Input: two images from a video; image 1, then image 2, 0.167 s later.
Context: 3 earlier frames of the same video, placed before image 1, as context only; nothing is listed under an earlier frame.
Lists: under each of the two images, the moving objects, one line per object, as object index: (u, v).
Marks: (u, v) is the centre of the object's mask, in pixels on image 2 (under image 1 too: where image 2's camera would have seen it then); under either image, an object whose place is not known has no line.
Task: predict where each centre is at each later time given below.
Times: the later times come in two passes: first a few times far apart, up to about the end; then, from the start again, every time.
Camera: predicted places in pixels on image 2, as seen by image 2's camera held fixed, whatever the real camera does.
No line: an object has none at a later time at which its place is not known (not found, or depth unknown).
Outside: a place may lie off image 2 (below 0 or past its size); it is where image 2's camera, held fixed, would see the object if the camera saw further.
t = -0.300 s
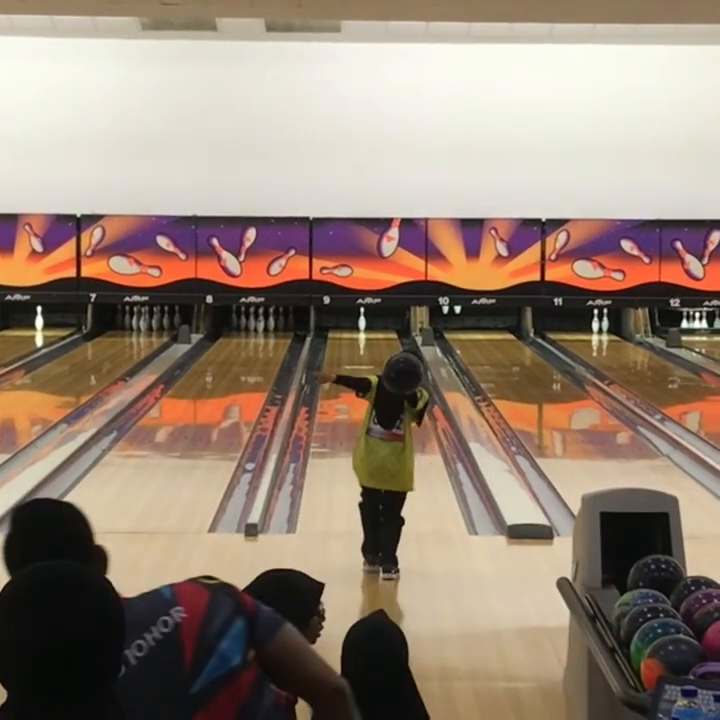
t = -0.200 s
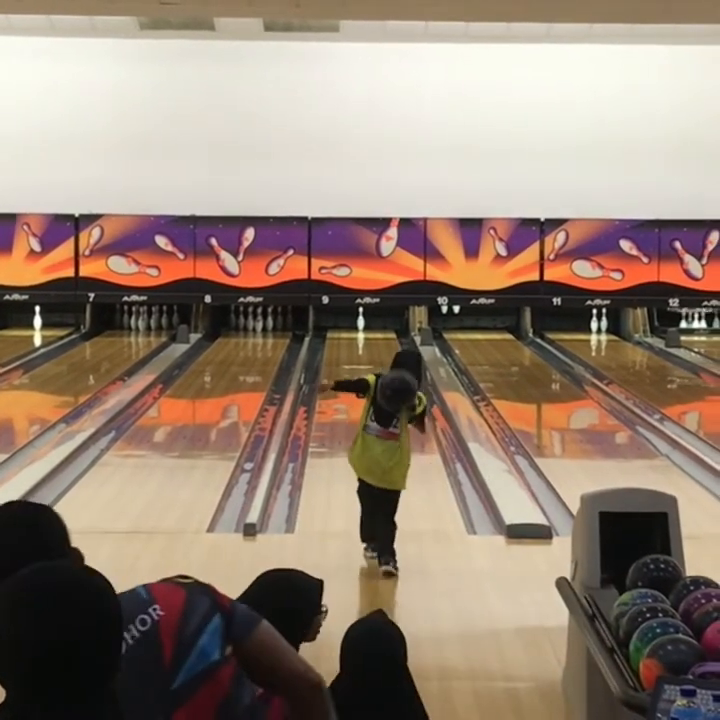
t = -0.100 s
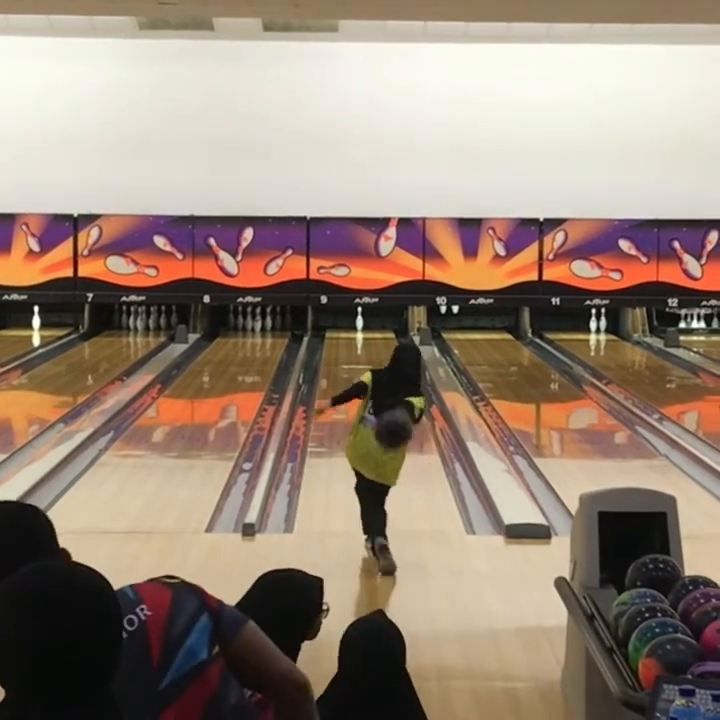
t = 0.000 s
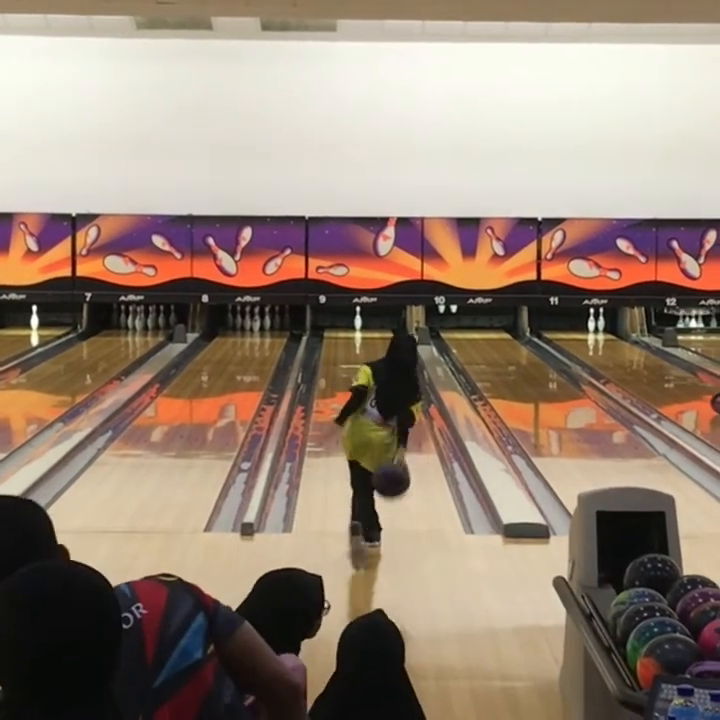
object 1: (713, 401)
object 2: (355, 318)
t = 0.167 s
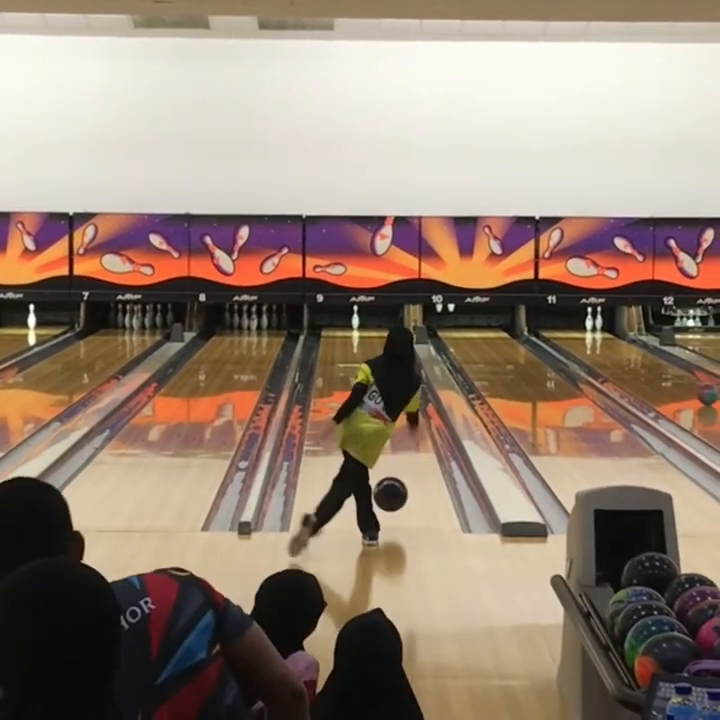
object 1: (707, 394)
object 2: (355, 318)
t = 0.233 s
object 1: (703, 392)
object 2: (355, 318)
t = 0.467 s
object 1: (689, 382)
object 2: (355, 317)
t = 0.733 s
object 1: (674, 373)
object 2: (355, 318)
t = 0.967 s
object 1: (663, 366)
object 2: (355, 318)
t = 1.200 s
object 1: (652, 359)
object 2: (355, 318)
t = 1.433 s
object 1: (643, 353)
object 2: (355, 318)
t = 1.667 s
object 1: (633, 346)
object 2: (355, 318)
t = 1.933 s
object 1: (626, 343)
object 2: (355, 318)
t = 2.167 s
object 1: (619, 339)
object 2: (355, 317)
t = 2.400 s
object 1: (613, 336)
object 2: (355, 317)
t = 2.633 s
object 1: (608, 332)
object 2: (355, 317)
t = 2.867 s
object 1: (602, 328)
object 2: (354, 315)
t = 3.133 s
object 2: (354, 314)
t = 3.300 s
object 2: (368, 318)
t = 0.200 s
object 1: (705, 392)
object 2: (355, 318)
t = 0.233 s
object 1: (703, 392)
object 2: (355, 318)
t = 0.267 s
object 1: (701, 391)
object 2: (355, 318)
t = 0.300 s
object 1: (699, 389)
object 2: (355, 318)
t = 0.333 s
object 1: (697, 388)
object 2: (355, 318)
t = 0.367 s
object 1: (695, 386)
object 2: (355, 318)
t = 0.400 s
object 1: (693, 385)
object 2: (355, 318)
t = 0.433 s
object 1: (690, 383)
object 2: (355, 318)
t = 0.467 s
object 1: (689, 382)
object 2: (355, 317)
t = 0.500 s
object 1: (687, 381)
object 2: (355, 318)
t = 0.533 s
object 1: (686, 379)
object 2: (355, 318)
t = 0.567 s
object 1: (684, 379)
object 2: (355, 318)
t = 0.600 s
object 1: (682, 377)
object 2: (355, 318)
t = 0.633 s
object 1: (680, 377)
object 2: (355, 318)
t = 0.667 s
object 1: (678, 375)
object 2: (355, 318)
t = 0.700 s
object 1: (676, 374)
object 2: (355, 318)
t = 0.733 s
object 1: (674, 373)
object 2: (355, 318)
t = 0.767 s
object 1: (672, 372)
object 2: (355, 318)
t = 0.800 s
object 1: (671, 371)
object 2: (355, 318)
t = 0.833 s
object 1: (669, 370)
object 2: (355, 318)
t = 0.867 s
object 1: (667, 369)
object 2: (355, 318)
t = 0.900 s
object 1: (666, 368)
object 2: (355, 318)
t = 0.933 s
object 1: (664, 367)
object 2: (355, 318)
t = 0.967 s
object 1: (663, 366)
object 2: (355, 318)
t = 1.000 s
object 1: (662, 365)
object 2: (355, 318)
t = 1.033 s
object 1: (660, 364)
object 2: (355, 318)
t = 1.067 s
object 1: (657, 362)
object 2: (355, 318)
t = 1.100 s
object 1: (656, 361)
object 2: (355, 317)
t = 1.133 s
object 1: (655, 361)
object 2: (355, 317)
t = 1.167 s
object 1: (654, 360)
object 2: (355, 318)
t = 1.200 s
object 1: (652, 359)
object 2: (355, 318)
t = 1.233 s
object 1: (651, 358)
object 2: (355, 318)
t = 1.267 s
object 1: (649, 357)
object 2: (355, 318)
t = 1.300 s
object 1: (648, 356)
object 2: (355, 318)
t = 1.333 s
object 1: (646, 356)
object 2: (355, 318)
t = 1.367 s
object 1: (645, 355)
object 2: (355, 318)
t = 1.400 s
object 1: (644, 354)
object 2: (355, 318)
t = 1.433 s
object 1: (643, 353)
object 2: (355, 318)
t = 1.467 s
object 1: (641, 352)
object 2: (355, 318)
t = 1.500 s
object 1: (641, 352)
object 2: (355, 318)
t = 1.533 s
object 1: (640, 351)
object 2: (355, 318)
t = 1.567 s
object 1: (638, 350)
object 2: (355, 318)
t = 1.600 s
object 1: (637, 349)
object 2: (355, 318)
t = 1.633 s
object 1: (636, 349)
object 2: (355, 318)
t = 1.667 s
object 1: (633, 346)
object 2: (355, 318)
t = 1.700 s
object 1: (633, 345)
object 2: (355, 318)
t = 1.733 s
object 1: (632, 345)
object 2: (355, 317)
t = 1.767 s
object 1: (632, 346)
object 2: (355, 318)
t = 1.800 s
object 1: (631, 345)
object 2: (355, 317)
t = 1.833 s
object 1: (630, 344)
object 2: (355, 318)
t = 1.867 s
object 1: (629, 344)
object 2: (355, 317)
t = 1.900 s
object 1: (628, 343)
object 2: (355, 317)
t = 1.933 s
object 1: (626, 343)
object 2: (355, 318)
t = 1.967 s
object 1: (626, 342)
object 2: (355, 318)
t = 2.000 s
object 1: (624, 342)
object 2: (355, 318)
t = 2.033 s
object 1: (624, 342)
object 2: (355, 317)
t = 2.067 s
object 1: (623, 341)
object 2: (355, 318)
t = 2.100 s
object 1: (622, 340)
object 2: (355, 318)
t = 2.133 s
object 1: (620, 339)
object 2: (355, 318)
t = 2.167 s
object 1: (619, 339)
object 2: (355, 317)
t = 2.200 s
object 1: (619, 339)
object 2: (355, 318)
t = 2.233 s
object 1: (619, 337)
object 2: (355, 318)
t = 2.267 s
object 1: (617, 338)
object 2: (355, 317)
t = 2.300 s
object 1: (616, 337)
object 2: (355, 318)
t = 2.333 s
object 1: (615, 336)
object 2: (355, 317)
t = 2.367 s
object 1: (613, 336)
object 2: (355, 317)
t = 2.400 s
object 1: (613, 336)
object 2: (355, 317)
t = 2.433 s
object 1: (614, 335)
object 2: (355, 317)
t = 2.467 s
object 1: (612, 334)
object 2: (355, 318)
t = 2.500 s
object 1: (611, 334)
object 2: (355, 317)
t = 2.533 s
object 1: (610, 333)
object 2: (355, 318)
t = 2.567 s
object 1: (610, 333)
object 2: (355, 317)
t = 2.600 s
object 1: (609, 332)
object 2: (355, 317)
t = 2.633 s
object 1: (608, 332)
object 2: (355, 317)
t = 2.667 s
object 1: (607, 331)
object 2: (355, 317)
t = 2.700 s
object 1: (606, 331)
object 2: (355, 317)
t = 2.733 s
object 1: (606, 331)
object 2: (355, 317)
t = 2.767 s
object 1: (604, 330)
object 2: (355, 317)
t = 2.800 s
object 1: (603, 329)
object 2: (354, 317)
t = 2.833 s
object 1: (602, 329)
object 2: (354, 316)
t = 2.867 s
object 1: (602, 328)
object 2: (354, 315)
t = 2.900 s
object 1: (601, 328)
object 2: (355, 315)
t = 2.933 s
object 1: (601, 328)
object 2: (355, 316)
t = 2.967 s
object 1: (600, 327)
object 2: (355, 315)
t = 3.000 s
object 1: (598, 325)
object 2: (355, 315)
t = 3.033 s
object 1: (598, 326)
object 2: (355, 315)
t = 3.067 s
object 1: (597, 327)
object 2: (355, 314)
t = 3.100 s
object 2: (354, 314)
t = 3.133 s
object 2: (354, 314)
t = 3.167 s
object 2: (354, 314)
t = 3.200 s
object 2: (357, 316)
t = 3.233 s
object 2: (360, 315)
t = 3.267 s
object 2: (363, 317)
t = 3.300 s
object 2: (368, 318)
